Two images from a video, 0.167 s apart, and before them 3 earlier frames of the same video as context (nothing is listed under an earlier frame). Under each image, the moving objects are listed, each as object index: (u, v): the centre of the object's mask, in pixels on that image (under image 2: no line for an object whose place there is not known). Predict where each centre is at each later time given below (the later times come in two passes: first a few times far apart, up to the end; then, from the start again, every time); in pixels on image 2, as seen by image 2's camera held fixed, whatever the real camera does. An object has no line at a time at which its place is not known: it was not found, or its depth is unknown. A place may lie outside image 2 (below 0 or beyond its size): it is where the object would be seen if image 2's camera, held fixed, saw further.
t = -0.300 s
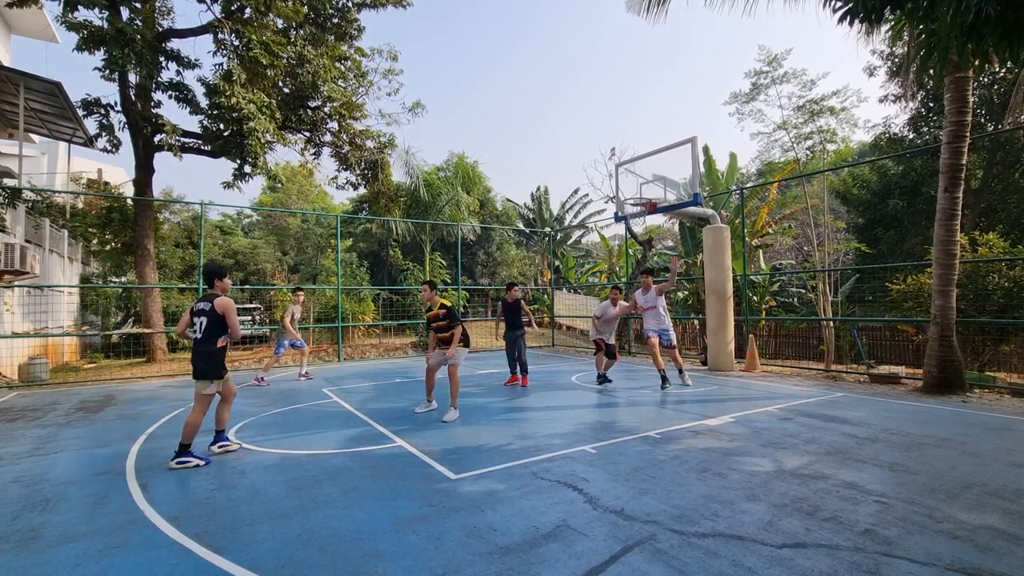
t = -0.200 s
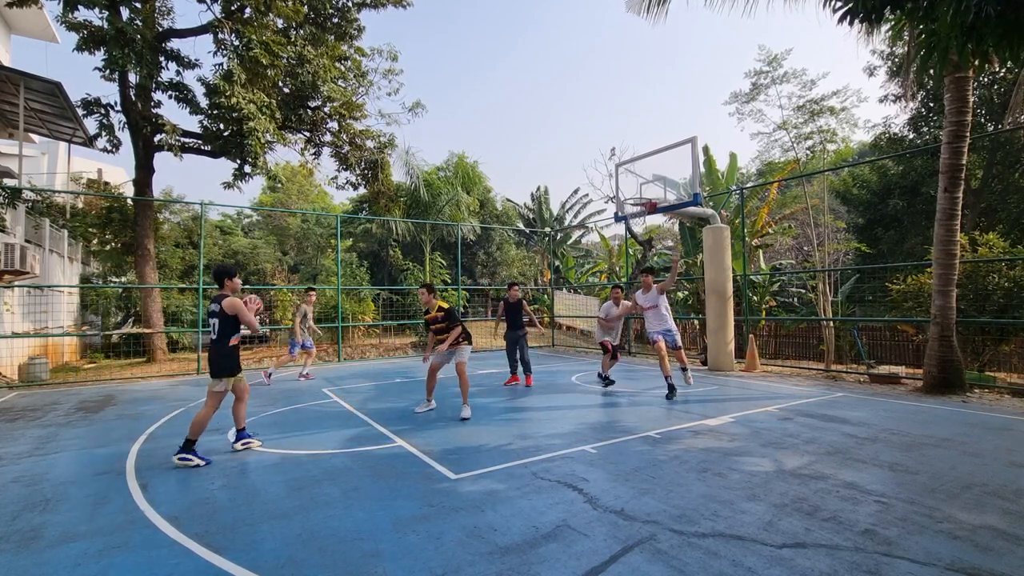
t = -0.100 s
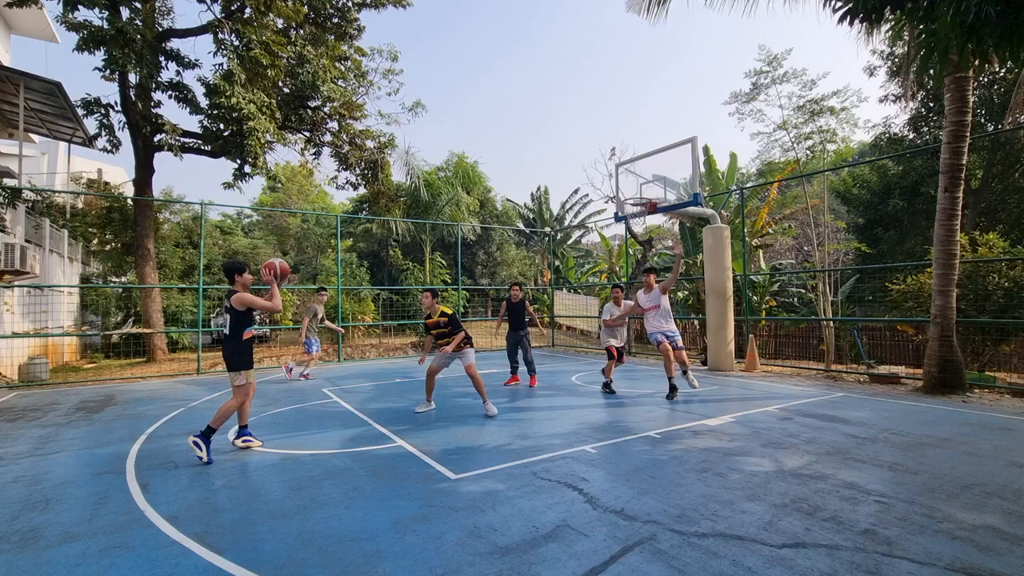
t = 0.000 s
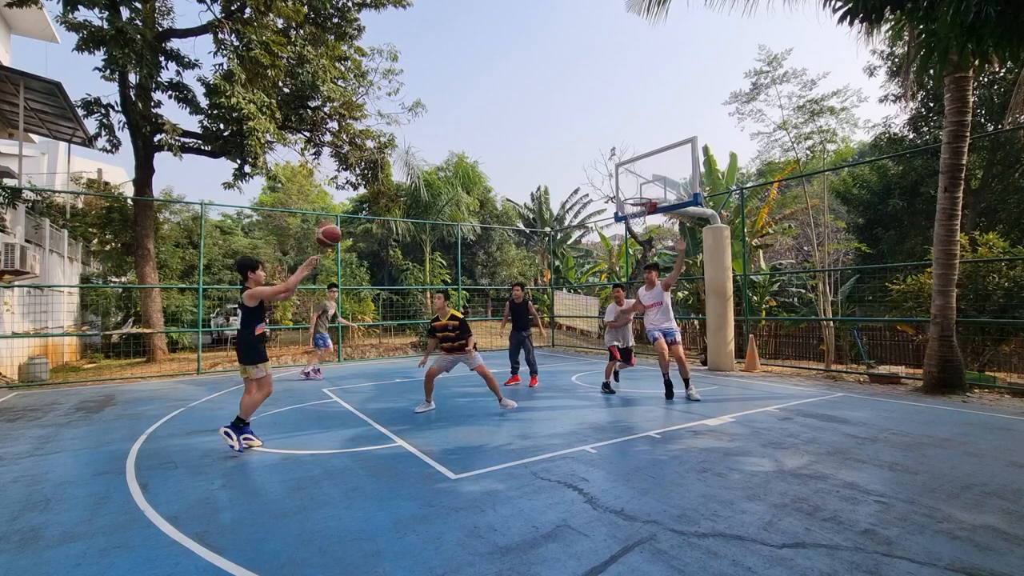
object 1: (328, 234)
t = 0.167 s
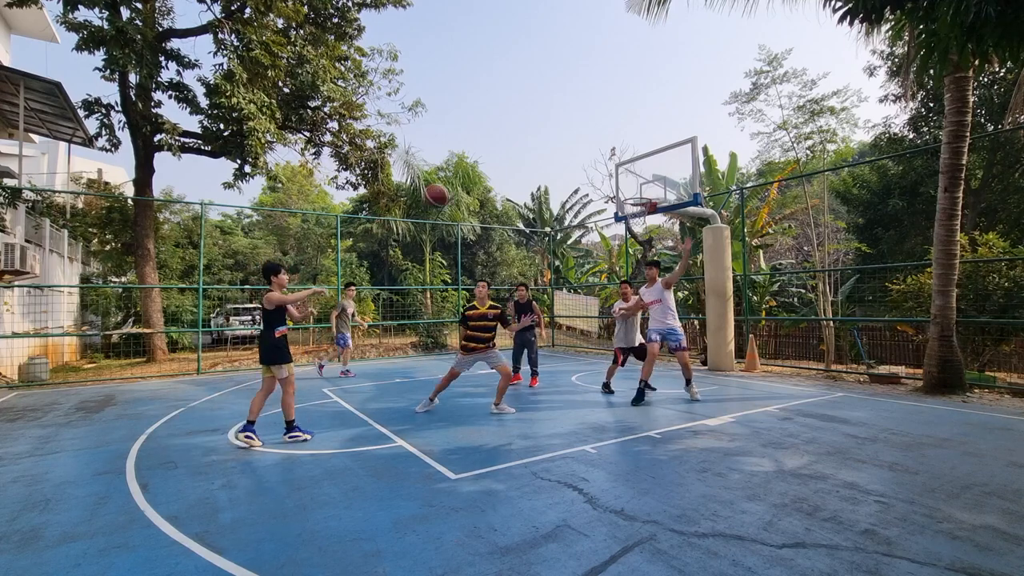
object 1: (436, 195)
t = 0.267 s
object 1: (499, 186)
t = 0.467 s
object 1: (619, 197)
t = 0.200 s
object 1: (457, 192)
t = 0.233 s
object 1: (478, 188)
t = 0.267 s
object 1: (499, 186)
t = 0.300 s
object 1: (519, 185)
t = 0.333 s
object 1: (540, 184)
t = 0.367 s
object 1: (559, 186)
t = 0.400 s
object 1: (579, 189)
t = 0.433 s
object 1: (599, 192)
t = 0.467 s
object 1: (619, 197)
